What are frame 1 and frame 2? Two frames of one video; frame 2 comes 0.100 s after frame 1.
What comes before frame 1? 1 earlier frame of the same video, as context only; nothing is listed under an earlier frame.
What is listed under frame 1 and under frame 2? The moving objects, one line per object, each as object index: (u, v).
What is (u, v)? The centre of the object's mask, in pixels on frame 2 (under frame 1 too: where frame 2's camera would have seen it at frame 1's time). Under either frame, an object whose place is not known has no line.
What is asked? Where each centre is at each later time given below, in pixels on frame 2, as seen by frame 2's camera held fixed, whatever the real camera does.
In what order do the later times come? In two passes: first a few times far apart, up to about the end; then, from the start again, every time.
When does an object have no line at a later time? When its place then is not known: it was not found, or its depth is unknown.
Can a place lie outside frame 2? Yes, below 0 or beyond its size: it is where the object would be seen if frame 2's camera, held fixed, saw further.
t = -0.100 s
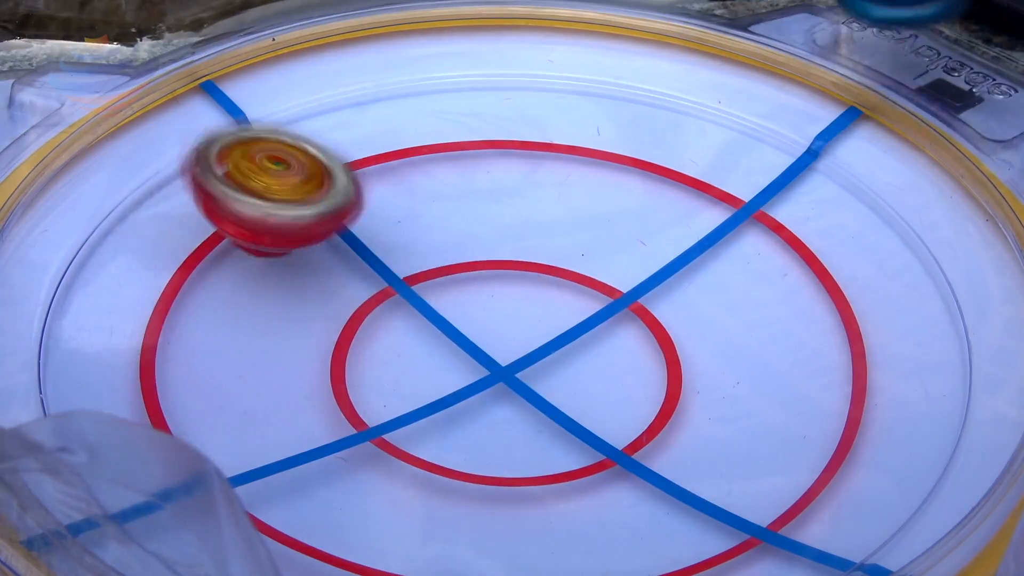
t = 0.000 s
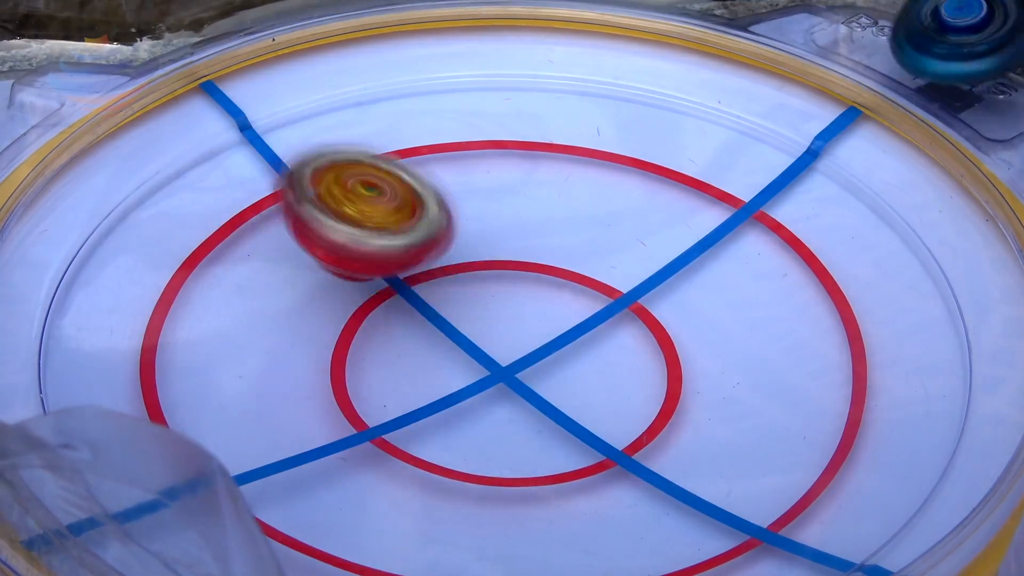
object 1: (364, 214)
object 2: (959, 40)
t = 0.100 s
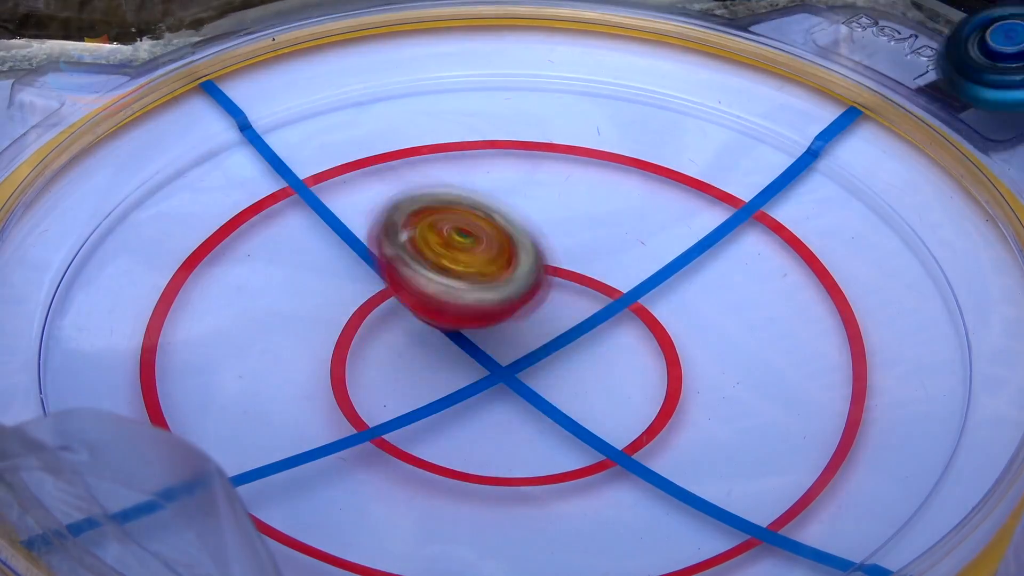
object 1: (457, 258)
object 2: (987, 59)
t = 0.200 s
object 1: (542, 296)
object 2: (989, 88)
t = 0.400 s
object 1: (651, 303)
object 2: (968, 122)
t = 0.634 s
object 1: (615, 204)
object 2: (969, 122)
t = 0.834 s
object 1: (486, 172)
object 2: (970, 119)
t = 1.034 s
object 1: (465, 251)
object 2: (969, 115)
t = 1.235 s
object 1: (515, 337)
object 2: (953, 100)
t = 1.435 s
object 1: (602, 336)
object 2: (946, 81)
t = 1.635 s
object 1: (631, 293)
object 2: (913, 73)
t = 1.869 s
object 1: (547, 277)
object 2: (875, 49)
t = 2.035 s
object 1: (514, 287)
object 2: (846, 39)
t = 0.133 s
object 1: (487, 272)
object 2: (993, 74)
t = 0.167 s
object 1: (517, 287)
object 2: (991, 80)
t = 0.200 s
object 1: (542, 296)
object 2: (989, 88)
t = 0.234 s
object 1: (568, 310)
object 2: (985, 89)
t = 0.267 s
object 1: (590, 309)
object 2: (979, 99)
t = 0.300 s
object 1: (610, 320)
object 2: (976, 108)
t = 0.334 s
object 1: (627, 315)
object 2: (975, 119)
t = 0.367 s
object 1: (639, 310)
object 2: (970, 126)
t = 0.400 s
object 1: (651, 303)
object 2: (968, 122)
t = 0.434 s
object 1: (657, 295)
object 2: (970, 125)
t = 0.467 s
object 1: (663, 283)
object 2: (973, 116)
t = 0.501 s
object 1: (662, 264)
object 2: (967, 114)
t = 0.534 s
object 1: (658, 246)
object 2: (965, 113)
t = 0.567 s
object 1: (646, 230)
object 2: (964, 113)
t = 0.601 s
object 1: (633, 216)
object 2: (968, 120)
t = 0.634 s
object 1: (615, 204)
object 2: (969, 122)
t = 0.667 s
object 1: (595, 190)
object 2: (969, 112)
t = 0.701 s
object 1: (573, 178)
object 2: (970, 119)
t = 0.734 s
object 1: (548, 173)
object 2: (967, 118)
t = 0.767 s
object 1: (525, 170)
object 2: (970, 118)
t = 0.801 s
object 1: (502, 169)
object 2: (970, 116)
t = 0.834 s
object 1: (486, 172)
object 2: (970, 119)
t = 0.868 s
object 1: (471, 178)
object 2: (972, 120)
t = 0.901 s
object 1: (462, 187)
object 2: (969, 121)
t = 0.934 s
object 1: (459, 202)
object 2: (972, 117)
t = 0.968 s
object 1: (459, 217)
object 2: (974, 119)
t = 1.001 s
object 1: (462, 233)
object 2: (971, 117)
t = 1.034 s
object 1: (465, 251)
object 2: (969, 115)
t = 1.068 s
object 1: (471, 270)
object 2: (966, 113)
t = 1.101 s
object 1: (475, 287)
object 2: (962, 110)
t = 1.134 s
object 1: (481, 303)
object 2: (959, 107)
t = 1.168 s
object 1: (492, 318)
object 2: (961, 102)
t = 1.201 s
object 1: (502, 330)
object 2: (960, 104)
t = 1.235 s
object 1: (515, 337)
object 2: (953, 100)
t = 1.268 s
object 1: (529, 341)
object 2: (954, 97)
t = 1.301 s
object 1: (541, 343)
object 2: (949, 95)
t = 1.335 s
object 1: (554, 341)
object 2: (943, 92)
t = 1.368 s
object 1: (571, 339)
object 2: (942, 87)
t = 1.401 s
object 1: (587, 336)
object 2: (946, 81)
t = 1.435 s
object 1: (602, 336)
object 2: (946, 81)
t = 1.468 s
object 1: (617, 330)
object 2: (942, 82)
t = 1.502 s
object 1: (627, 323)
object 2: (936, 78)
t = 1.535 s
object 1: (634, 318)
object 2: (931, 76)
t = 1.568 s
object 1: (638, 310)
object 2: (922, 75)
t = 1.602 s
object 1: (637, 301)
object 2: (917, 74)
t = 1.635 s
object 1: (631, 293)
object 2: (913, 73)
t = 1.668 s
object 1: (620, 285)
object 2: (910, 69)
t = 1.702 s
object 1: (610, 280)
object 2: (908, 67)
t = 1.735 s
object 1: (596, 277)
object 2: (901, 66)
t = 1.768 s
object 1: (582, 274)
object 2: (892, 62)
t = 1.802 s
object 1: (569, 276)
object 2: (887, 57)
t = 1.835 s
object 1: (558, 275)
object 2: (880, 54)
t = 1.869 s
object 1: (547, 277)
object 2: (875, 49)
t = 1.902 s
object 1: (536, 277)
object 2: (872, 50)
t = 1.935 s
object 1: (528, 278)
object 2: (866, 49)
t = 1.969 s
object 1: (520, 282)
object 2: (858, 46)
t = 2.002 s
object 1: (518, 284)
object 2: (853, 42)
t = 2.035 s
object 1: (514, 287)
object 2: (846, 39)
